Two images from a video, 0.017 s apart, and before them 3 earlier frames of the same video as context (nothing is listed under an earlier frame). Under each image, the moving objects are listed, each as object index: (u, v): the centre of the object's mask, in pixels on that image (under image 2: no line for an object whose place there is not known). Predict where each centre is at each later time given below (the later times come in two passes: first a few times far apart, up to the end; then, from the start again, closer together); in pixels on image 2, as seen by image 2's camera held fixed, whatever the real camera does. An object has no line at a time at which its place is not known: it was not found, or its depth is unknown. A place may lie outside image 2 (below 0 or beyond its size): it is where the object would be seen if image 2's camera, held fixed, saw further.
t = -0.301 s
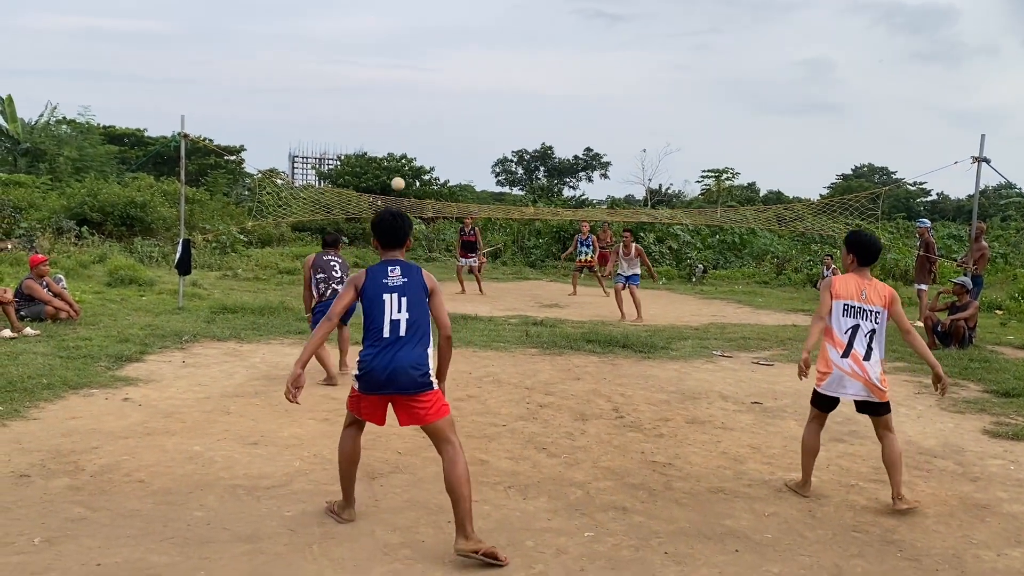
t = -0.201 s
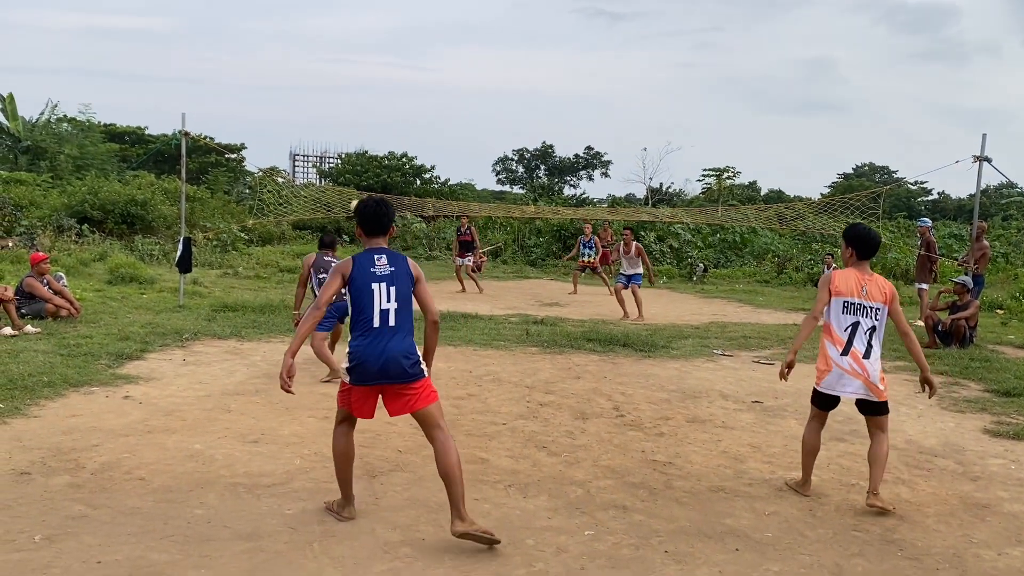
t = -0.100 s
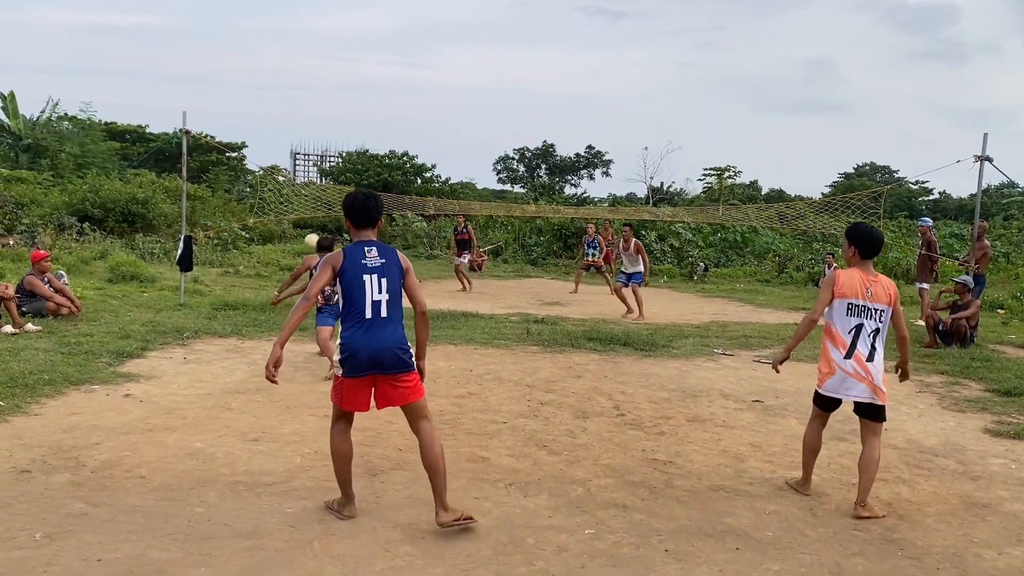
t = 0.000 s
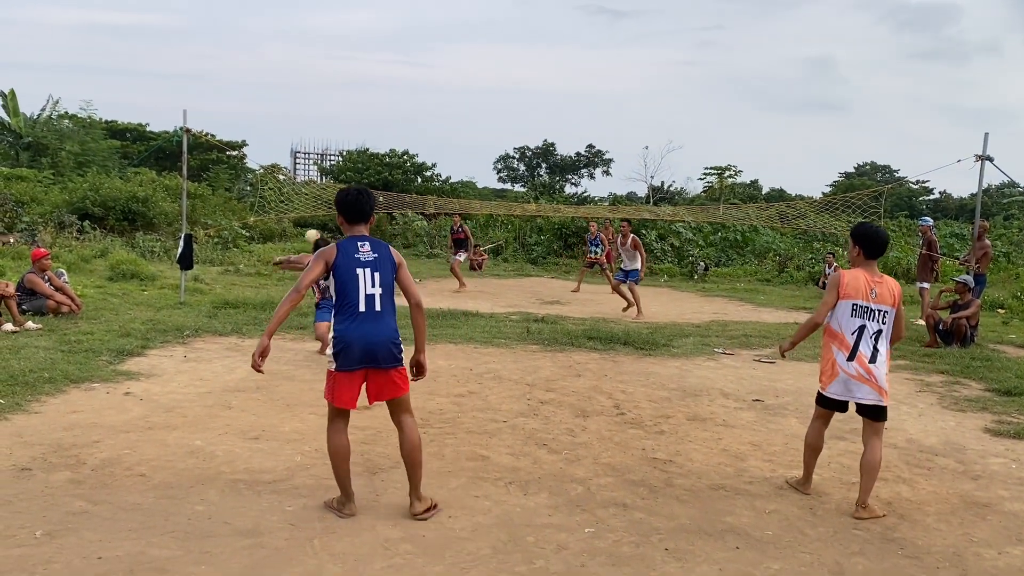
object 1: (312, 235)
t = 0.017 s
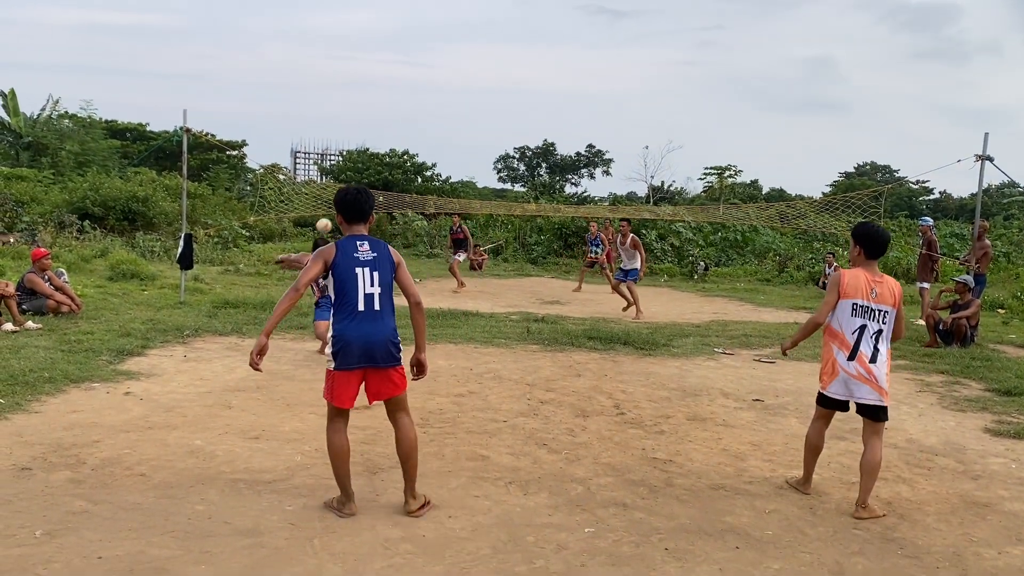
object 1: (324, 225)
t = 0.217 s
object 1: (437, 134)
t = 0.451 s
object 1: (528, 90)
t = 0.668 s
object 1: (589, 91)
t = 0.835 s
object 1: (625, 109)
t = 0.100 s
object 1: (375, 180)
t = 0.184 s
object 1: (421, 145)
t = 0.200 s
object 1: (429, 139)
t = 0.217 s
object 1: (437, 134)
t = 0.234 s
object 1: (444, 129)
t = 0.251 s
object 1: (452, 124)
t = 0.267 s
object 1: (459, 120)
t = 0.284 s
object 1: (466, 116)
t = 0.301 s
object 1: (473, 112)
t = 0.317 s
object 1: (480, 108)
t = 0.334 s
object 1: (487, 105)
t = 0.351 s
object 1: (493, 102)
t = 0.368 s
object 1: (499, 99)
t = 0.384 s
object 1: (505, 97)
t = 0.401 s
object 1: (511, 95)
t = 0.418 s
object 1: (517, 93)
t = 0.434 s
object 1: (523, 92)
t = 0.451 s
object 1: (528, 90)
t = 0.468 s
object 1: (533, 89)
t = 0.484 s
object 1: (539, 88)
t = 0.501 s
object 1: (544, 87)
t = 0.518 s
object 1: (549, 87)
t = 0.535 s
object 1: (554, 87)
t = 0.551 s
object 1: (559, 87)
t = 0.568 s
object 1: (563, 87)
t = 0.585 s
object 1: (568, 87)
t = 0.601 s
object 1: (572, 87)
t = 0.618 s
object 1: (577, 88)
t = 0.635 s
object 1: (581, 89)
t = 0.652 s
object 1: (585, 90)
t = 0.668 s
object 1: (589, 91)
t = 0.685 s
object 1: (593, 92)
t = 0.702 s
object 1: (597, 93)
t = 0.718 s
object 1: (601, 95)
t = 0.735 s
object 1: (604, 97)
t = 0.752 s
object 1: (608, 98)
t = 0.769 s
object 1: (611, 100)
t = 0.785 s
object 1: (615, 103)
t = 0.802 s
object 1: (618, 105)
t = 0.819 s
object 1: (621, 107)
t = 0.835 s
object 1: (625, 109)
